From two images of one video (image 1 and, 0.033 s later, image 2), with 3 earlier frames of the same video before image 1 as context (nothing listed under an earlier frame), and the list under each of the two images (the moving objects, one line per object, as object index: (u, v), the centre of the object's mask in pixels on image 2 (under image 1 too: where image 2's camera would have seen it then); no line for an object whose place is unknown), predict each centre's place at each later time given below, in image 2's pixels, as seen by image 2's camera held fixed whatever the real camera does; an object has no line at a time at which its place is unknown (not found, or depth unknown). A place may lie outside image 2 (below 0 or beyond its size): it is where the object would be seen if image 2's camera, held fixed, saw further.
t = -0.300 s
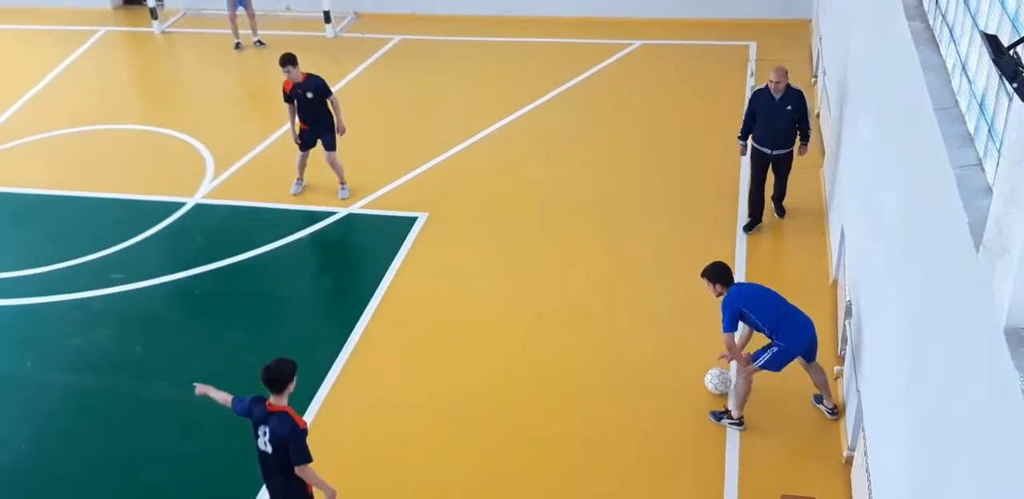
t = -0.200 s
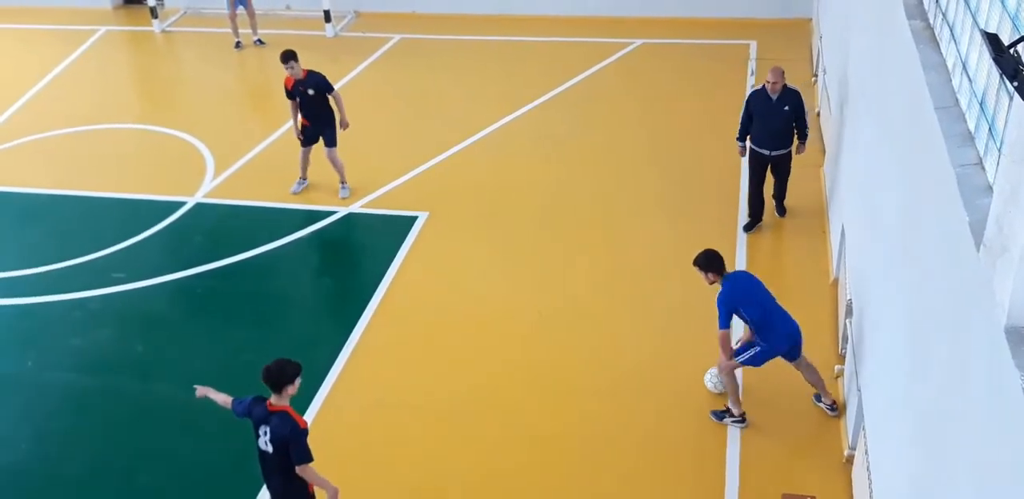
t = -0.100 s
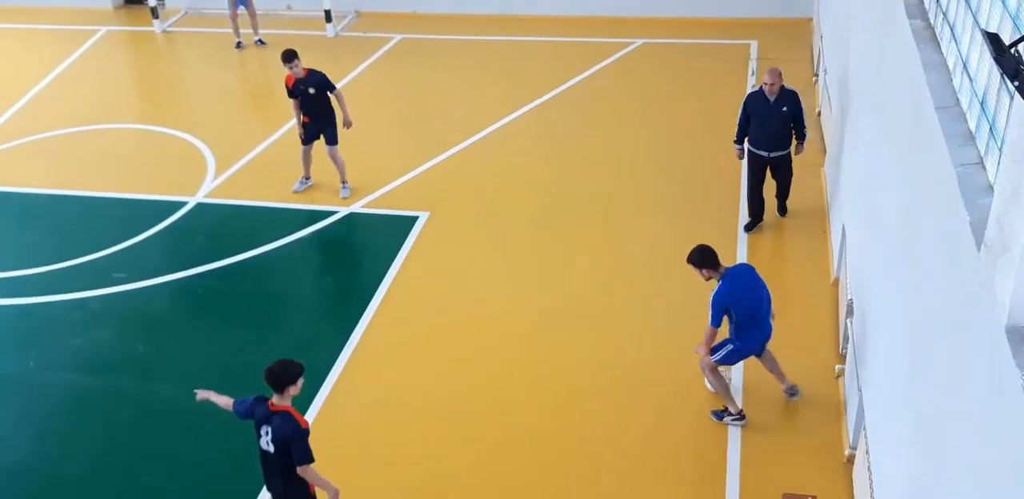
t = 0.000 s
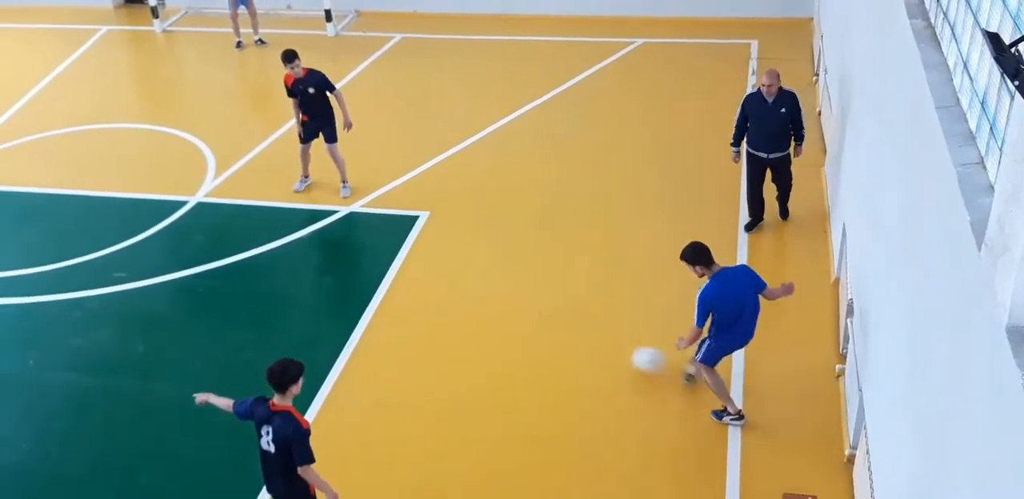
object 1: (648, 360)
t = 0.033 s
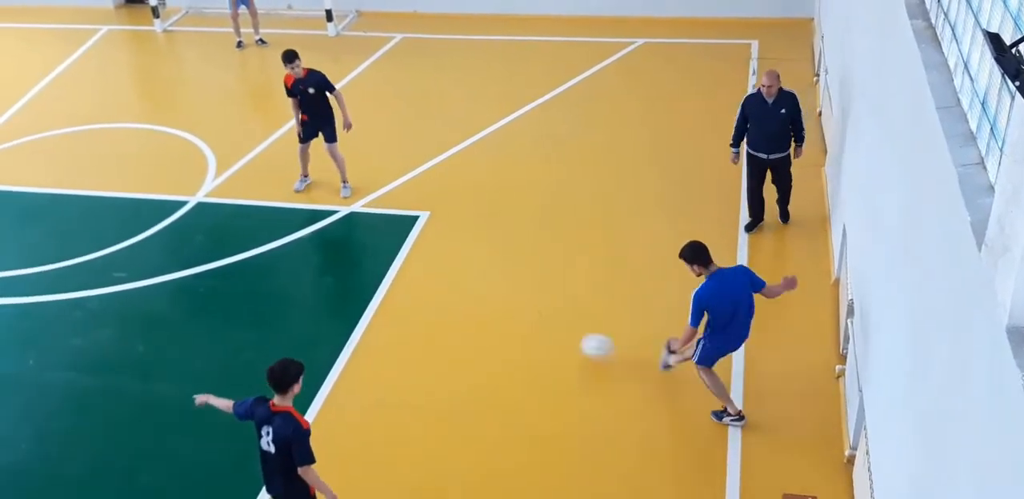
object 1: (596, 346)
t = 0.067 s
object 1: (548, 334)
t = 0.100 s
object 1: (500, 323)
